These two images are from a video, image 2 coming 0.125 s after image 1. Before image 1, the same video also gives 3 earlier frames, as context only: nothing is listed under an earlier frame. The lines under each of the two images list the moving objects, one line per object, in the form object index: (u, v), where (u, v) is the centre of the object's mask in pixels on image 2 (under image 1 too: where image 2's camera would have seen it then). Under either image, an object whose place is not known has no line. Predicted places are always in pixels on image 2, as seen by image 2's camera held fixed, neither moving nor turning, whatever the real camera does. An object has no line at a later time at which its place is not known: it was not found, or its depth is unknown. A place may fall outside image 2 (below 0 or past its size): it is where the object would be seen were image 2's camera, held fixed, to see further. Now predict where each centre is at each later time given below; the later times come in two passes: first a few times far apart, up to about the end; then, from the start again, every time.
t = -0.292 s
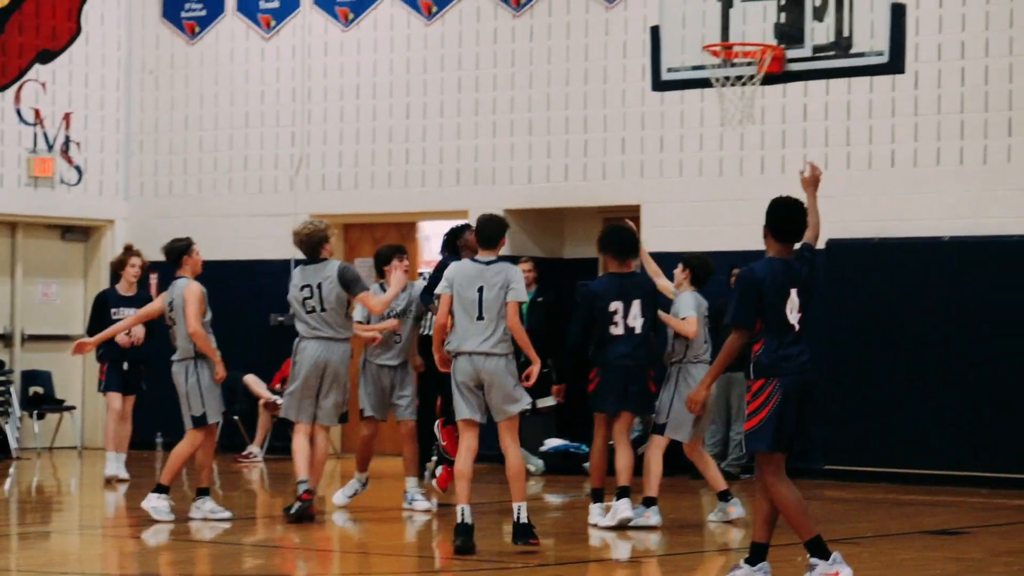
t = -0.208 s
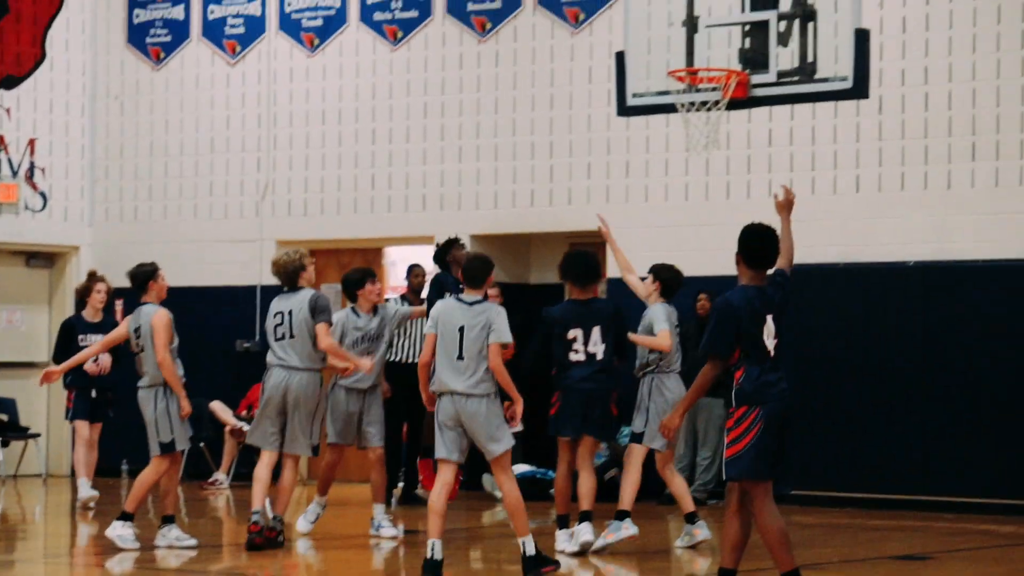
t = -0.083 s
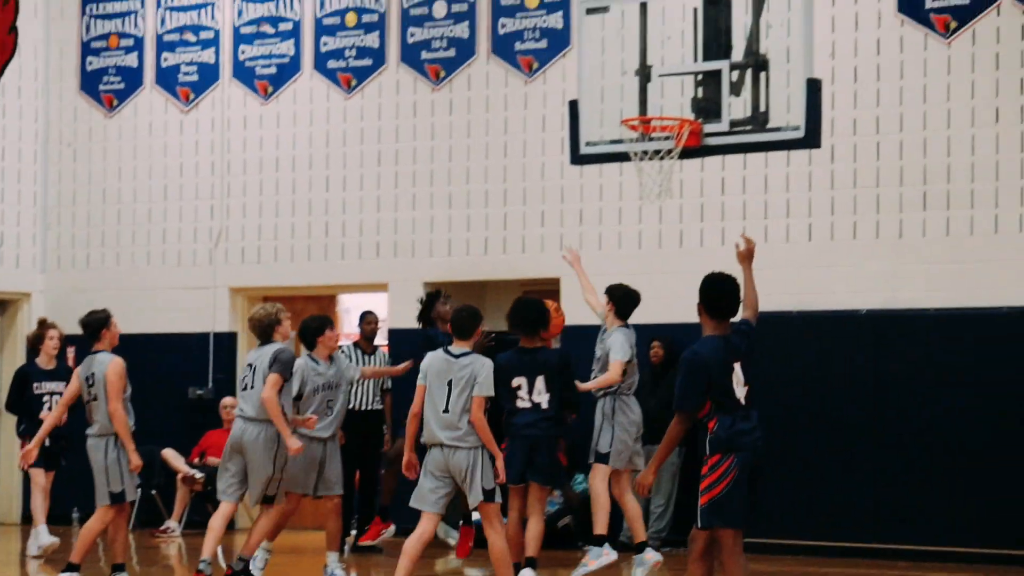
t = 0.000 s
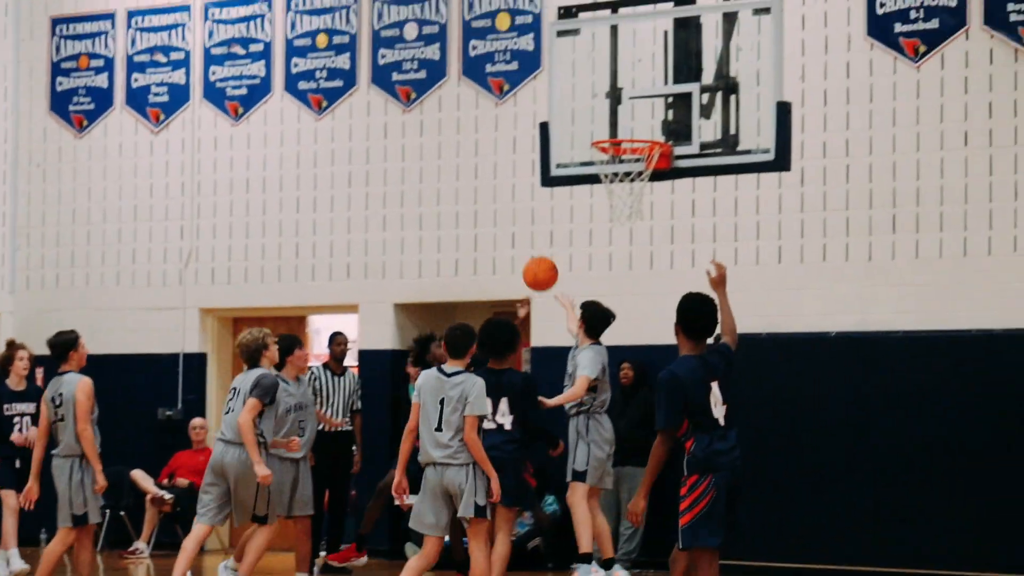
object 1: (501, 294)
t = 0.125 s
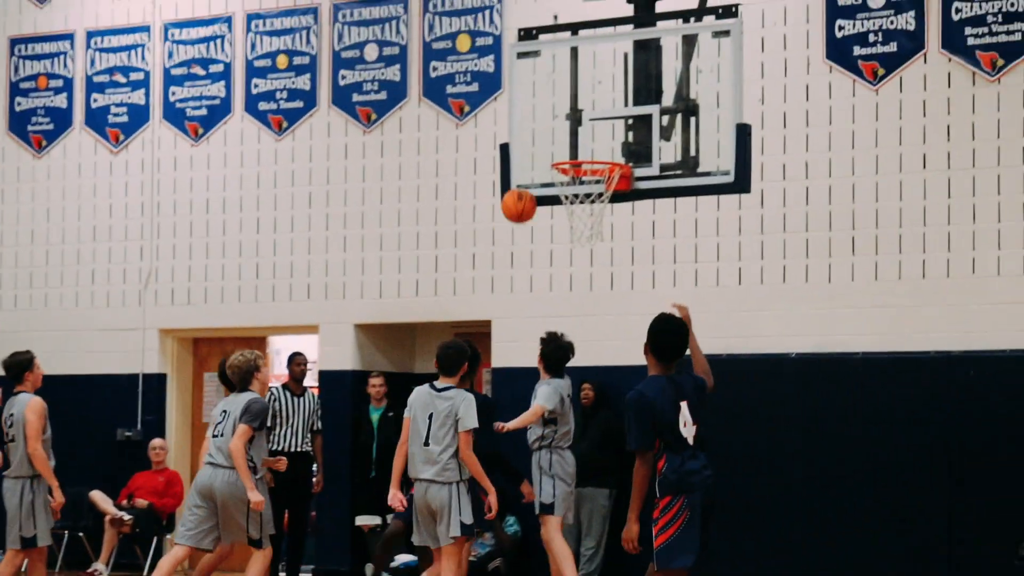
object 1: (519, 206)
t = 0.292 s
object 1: (514, 130)
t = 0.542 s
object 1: (501, 89)
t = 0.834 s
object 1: (485, 159)
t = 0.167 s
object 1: (520, 183)
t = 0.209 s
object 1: (518, 163)
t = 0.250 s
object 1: (516, 145)
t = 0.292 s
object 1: (514, 130)
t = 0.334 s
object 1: (512, 117)
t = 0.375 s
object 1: (510, 106)
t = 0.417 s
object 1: (507, 98)
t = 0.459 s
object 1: (505, 92)
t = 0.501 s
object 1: (503, 89)
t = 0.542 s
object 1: (501, 89)
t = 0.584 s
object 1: (498, 91)
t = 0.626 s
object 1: (496, 96)
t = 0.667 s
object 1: (494, 103)
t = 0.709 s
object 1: (492, 113)
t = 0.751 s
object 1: (490, 126)
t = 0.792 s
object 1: (487, 141)
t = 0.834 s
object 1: (485, 159)
